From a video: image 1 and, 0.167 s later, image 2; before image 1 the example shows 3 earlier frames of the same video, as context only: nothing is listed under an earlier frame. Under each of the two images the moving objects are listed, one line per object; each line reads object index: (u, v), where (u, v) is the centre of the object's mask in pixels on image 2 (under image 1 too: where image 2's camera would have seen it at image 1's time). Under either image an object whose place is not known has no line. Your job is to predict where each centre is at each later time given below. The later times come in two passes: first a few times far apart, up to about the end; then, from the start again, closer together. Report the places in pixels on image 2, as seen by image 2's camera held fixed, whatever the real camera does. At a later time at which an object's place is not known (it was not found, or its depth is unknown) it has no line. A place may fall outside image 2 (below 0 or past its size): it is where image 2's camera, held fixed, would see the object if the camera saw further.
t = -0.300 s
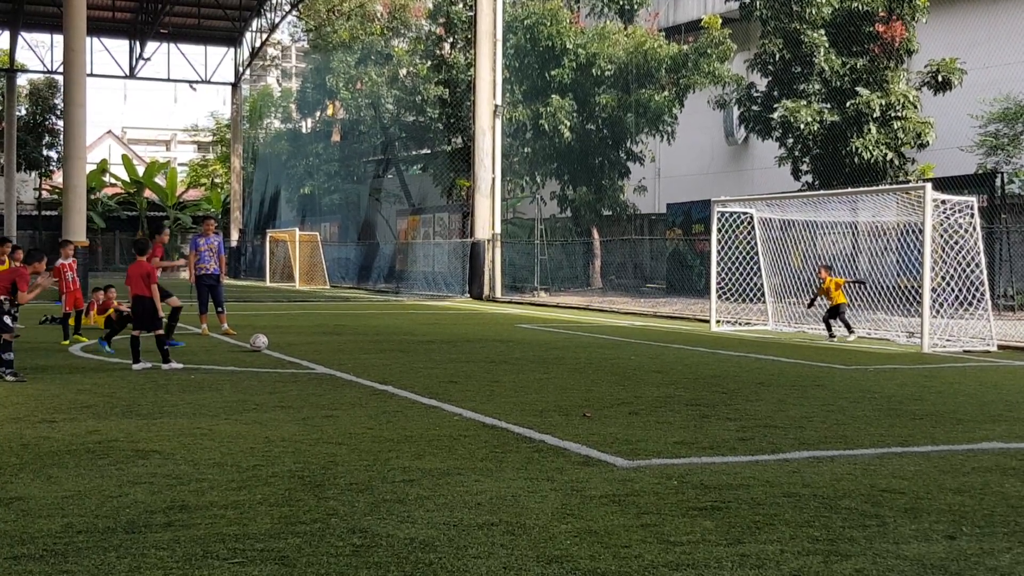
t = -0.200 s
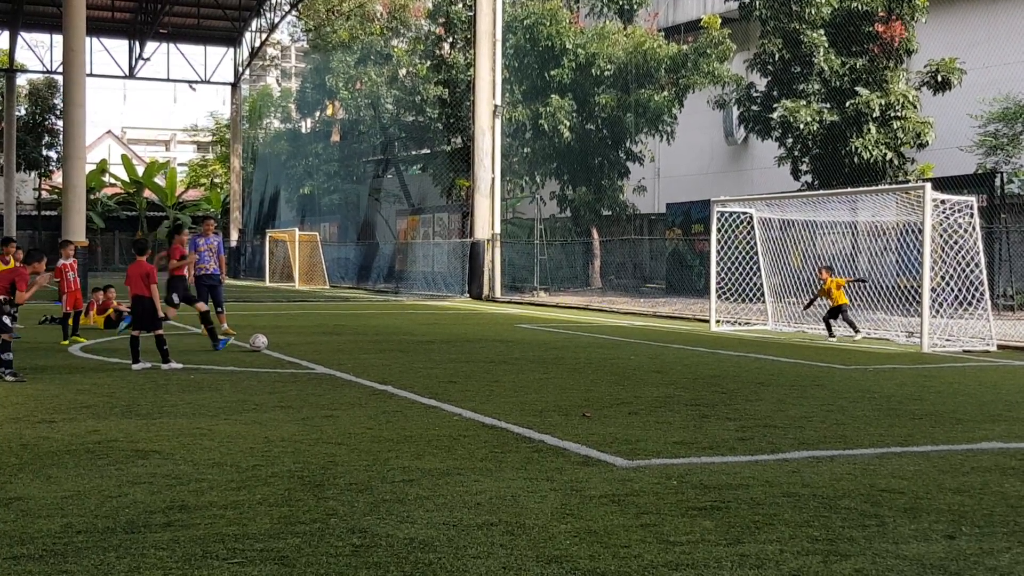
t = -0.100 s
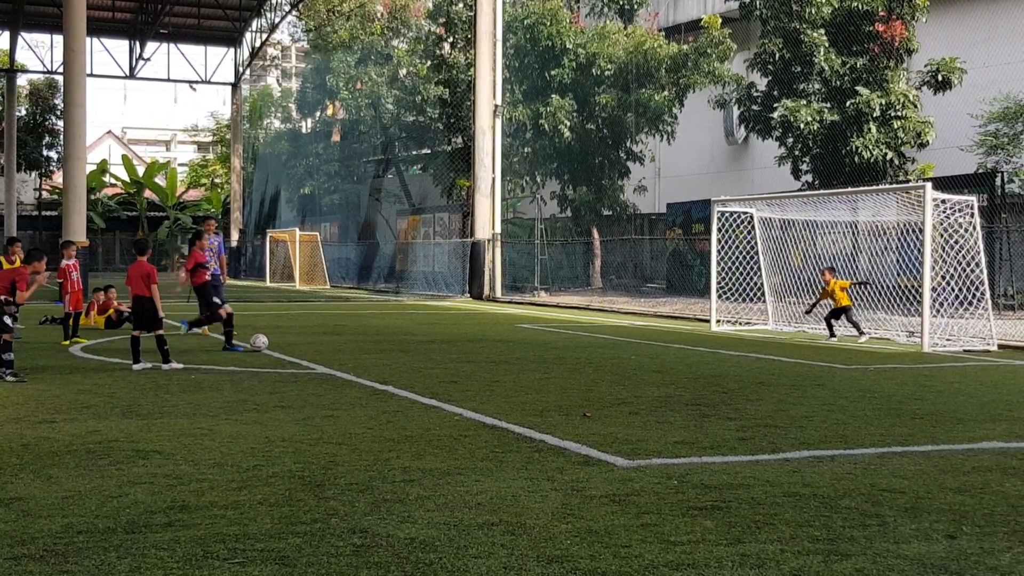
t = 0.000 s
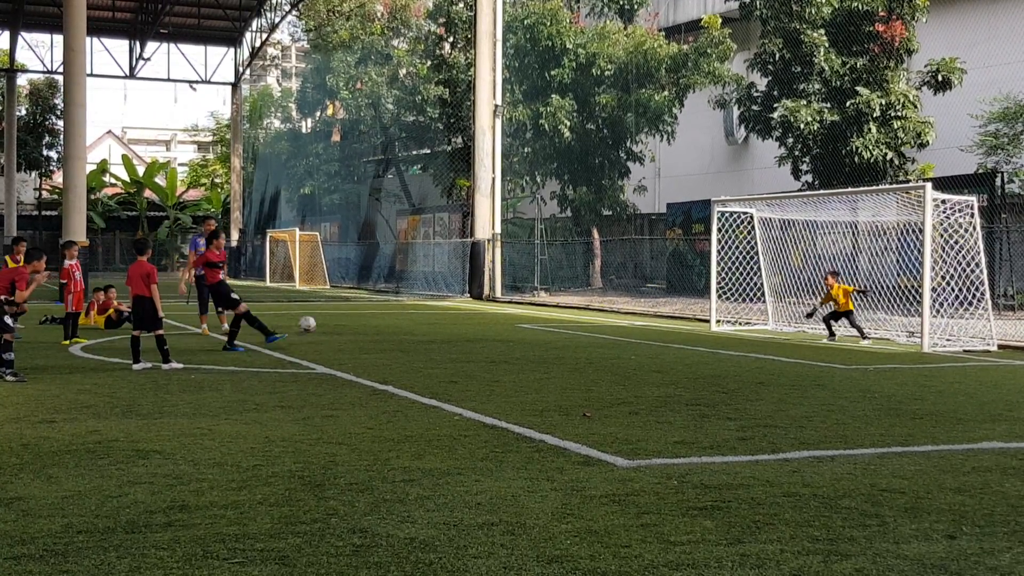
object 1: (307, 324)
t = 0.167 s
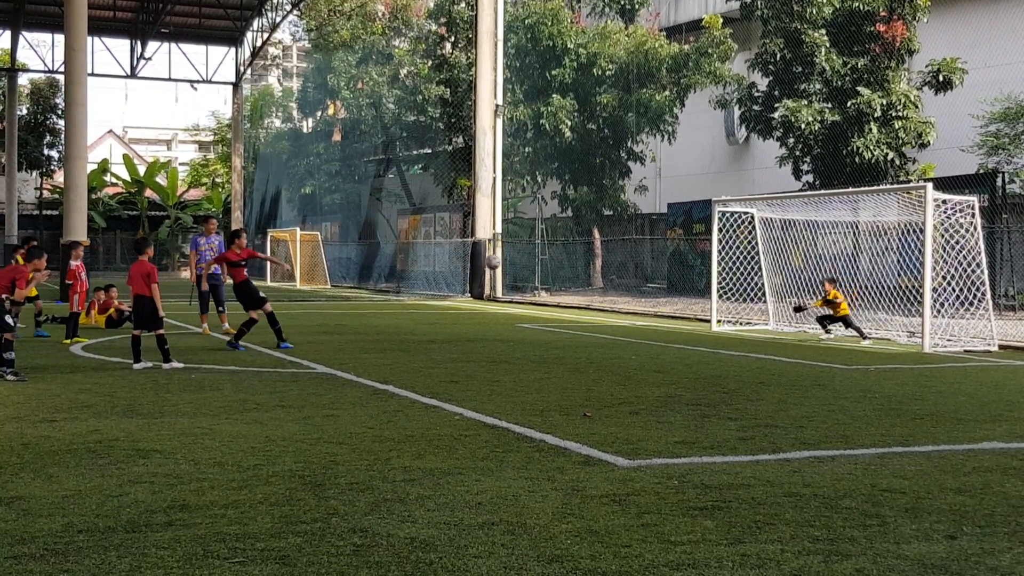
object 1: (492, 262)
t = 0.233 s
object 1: (556, 243)
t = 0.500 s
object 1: (759, 208)
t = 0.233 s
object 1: (556, 243)
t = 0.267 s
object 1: (585, 236)
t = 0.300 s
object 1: (613, 231)
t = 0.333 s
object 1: (640, 225)
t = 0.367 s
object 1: (666, 220)
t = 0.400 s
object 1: (691, 216)
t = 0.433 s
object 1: (713, 213)
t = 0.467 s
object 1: (737, 210)
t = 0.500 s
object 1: (759, 208)
